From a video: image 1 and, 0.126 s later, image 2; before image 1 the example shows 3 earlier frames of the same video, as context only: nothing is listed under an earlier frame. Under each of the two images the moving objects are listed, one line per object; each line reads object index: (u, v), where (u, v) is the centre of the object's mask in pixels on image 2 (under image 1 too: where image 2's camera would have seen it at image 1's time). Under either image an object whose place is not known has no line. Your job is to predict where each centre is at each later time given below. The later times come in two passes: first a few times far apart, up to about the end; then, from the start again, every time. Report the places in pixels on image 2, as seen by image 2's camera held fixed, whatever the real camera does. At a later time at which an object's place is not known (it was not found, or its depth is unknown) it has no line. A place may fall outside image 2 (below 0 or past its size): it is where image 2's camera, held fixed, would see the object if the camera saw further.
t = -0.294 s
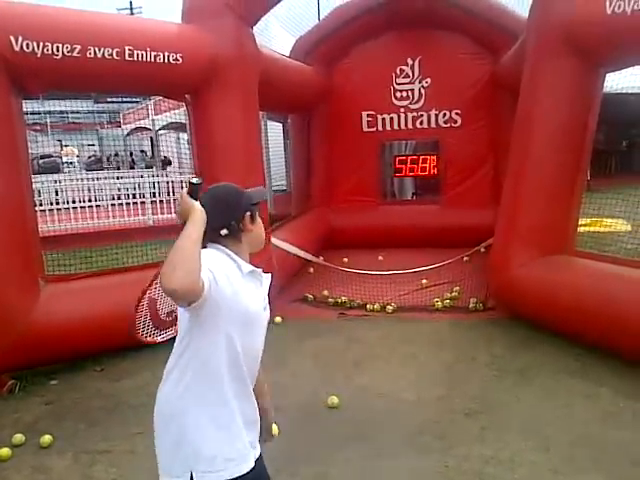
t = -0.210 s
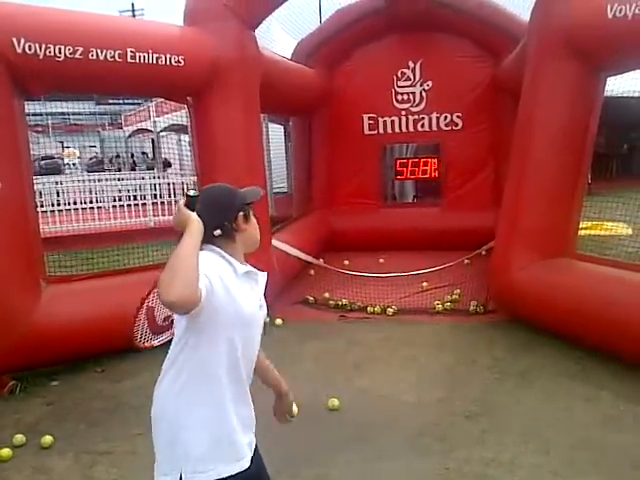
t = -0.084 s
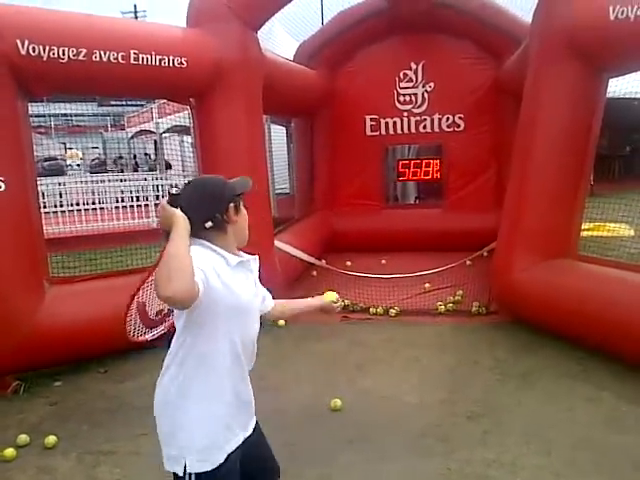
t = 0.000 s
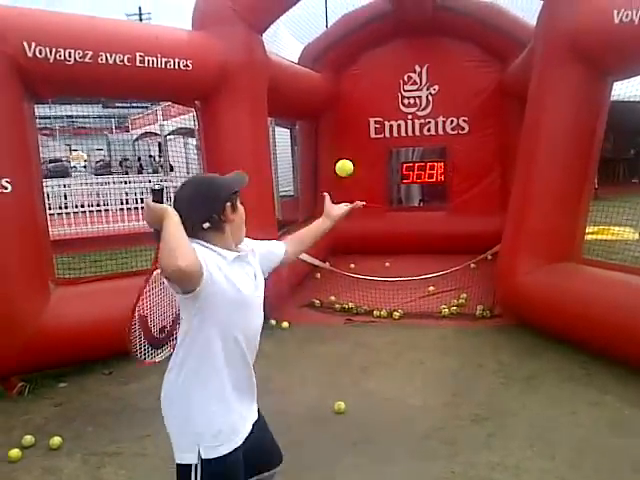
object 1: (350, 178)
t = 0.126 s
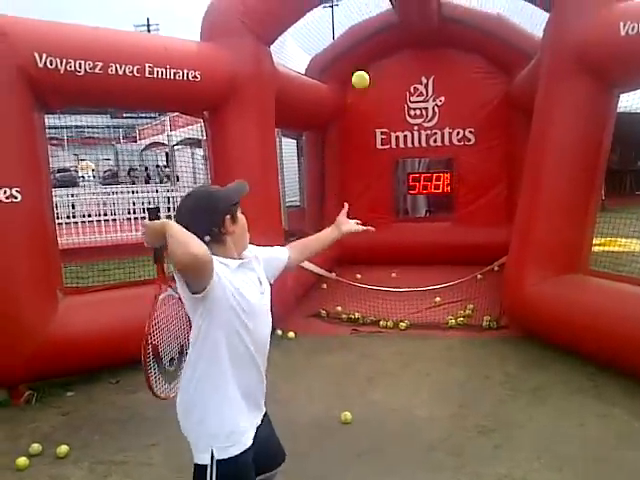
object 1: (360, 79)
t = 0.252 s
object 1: (371, 20)
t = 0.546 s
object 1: (399, 27)
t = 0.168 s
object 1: (364, 55)
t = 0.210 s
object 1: (367, 35)
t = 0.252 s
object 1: (371, 20)
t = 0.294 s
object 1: (375, 8)
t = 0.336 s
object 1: (378, 2)
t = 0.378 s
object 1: (383, 0)
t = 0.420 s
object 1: (387, 0)
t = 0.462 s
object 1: (392, 4)
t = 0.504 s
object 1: (395, 14)
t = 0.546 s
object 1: (399, 27)
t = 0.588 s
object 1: (404, 44)
